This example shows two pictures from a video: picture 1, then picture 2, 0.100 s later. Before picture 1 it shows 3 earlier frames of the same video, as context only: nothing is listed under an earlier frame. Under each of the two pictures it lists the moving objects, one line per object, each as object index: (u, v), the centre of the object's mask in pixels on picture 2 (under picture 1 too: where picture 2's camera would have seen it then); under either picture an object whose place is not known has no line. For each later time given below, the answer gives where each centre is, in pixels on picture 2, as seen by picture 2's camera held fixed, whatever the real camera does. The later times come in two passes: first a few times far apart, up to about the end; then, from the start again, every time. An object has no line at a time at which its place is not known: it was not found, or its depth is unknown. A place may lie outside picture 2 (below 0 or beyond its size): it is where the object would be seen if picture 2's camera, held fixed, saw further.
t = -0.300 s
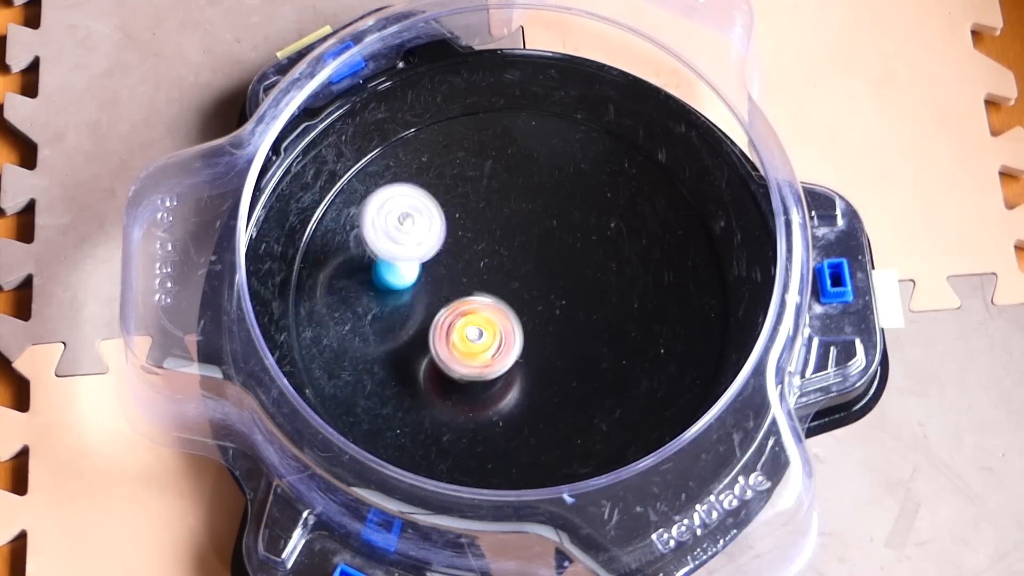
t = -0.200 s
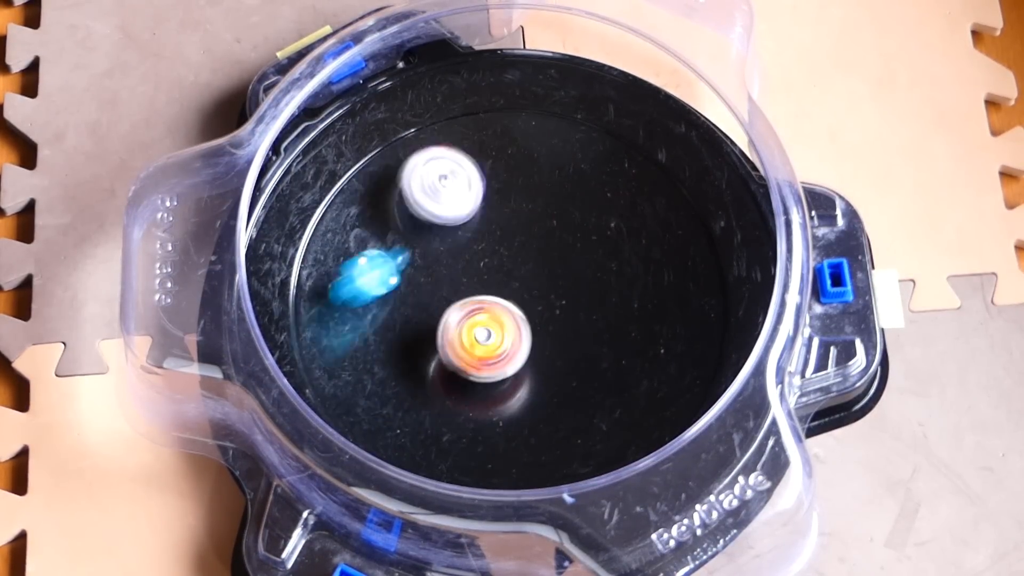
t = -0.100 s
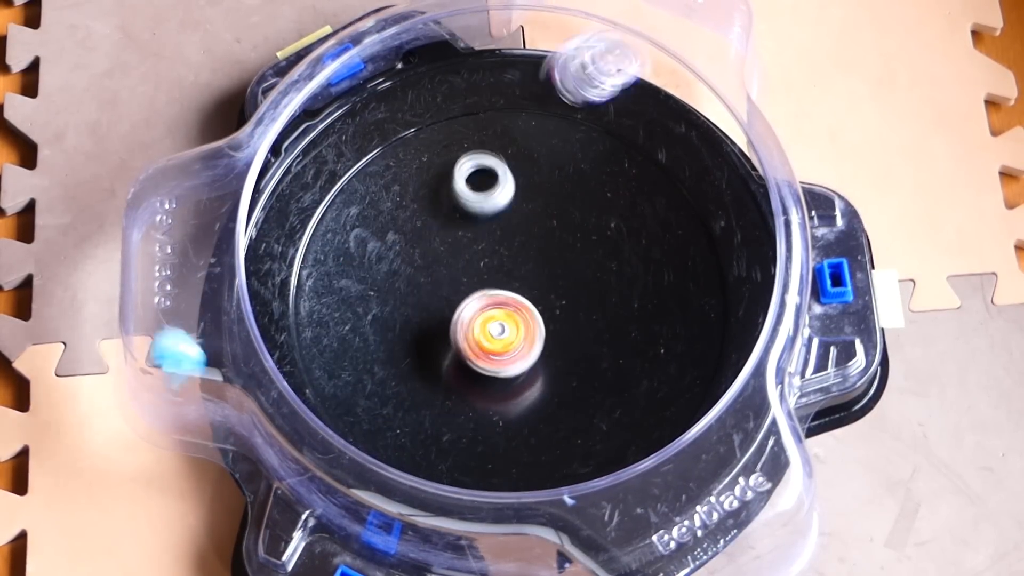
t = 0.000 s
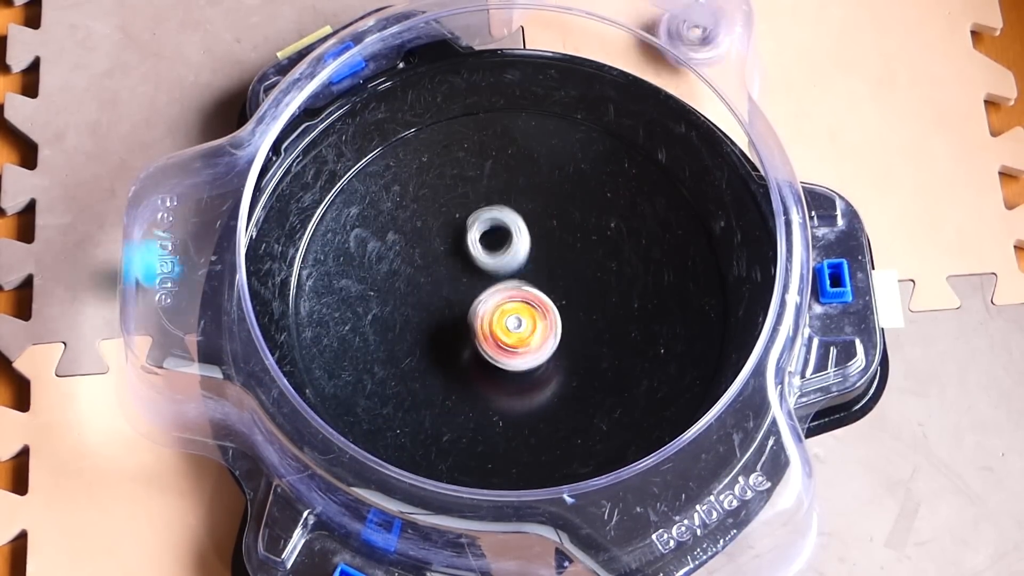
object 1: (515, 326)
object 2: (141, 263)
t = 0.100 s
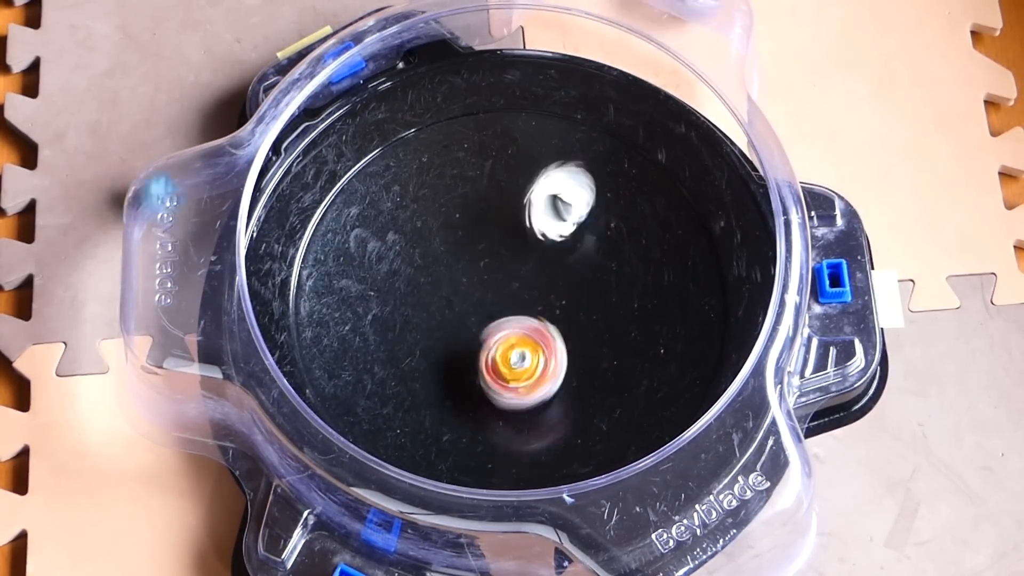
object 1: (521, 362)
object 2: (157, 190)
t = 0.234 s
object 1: (529, 394)
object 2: (154, 121)
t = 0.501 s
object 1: (521, 388)
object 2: (154, 74)
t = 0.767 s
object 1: (525, 314)
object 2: (164, 97)
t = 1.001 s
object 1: (566, 265)
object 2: (164, 102)
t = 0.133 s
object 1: (522, 375)
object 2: (160, 172)
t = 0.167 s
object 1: (523, 381)
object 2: (154, 147)
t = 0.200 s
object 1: (526, 386)
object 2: (154, 137)
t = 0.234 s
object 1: (529, 394)
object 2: (154, 121)
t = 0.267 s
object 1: (527, 400)
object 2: (155, 109)
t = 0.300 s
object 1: (529, 404)
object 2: (152, 95)
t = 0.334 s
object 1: (526, 404)
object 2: (146, 88)
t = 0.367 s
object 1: (527, 404)
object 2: (145, 82)
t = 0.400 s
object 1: (526, 403)
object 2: (147, 78)
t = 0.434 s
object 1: (526, 400)
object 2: (150, 74)
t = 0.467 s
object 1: (522, 395)
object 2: (152, 74)
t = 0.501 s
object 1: (521, 388)
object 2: (154, 74)
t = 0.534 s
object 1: (519, 380)
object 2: (154, 77)
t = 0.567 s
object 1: (517, 370)
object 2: (155, 80)
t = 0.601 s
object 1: (517, 361)
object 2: (157, 81)
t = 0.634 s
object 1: (517, 352)
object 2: (159, 81)
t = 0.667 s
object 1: (518, 343)
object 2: (160, 84)
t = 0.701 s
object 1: (519, 333)
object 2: (163, 88)
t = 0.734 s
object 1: (521, 324)
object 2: (164, 93)
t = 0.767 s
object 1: (525, 314)
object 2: (164, 97)
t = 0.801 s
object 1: (528, 306)
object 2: (164, 101)
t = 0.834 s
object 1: (533, 298)
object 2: (163, 104)
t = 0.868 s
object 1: (539, 290)
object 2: (163, 107)
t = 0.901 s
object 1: (546, 282)
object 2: (163, 108)
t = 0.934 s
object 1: (552, 276)
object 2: (163, 107)
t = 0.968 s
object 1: (559, 270)
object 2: (163, 105)
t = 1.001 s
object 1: (566, 265)
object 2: (164, 102)
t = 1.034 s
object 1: (574, 260)
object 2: (164, 100)
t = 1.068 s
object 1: (581, 256)
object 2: (164, 97)
